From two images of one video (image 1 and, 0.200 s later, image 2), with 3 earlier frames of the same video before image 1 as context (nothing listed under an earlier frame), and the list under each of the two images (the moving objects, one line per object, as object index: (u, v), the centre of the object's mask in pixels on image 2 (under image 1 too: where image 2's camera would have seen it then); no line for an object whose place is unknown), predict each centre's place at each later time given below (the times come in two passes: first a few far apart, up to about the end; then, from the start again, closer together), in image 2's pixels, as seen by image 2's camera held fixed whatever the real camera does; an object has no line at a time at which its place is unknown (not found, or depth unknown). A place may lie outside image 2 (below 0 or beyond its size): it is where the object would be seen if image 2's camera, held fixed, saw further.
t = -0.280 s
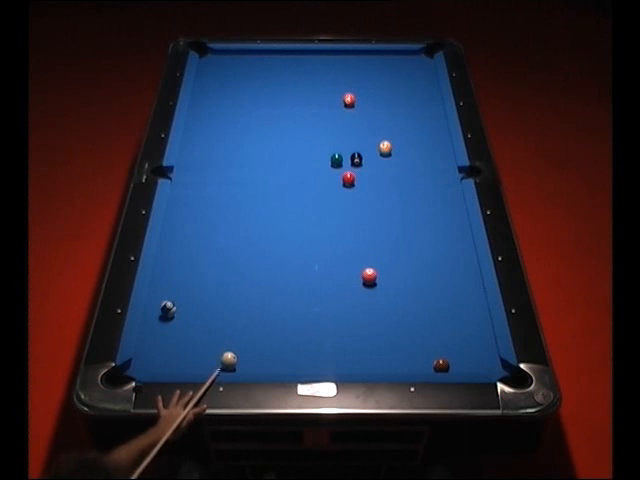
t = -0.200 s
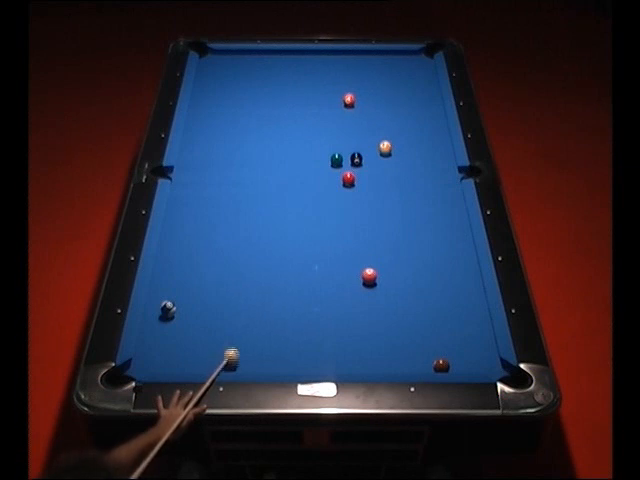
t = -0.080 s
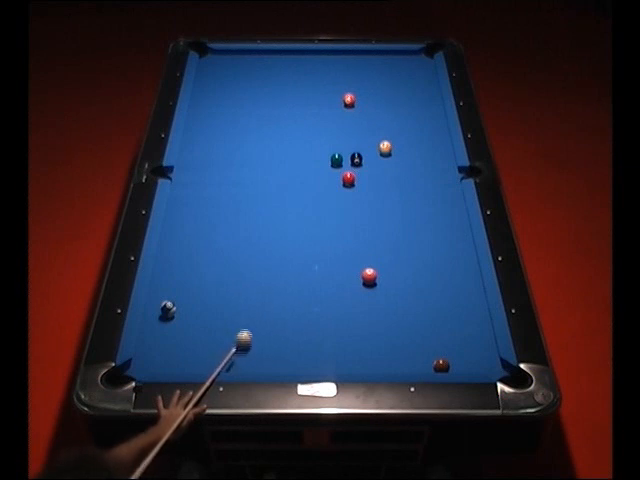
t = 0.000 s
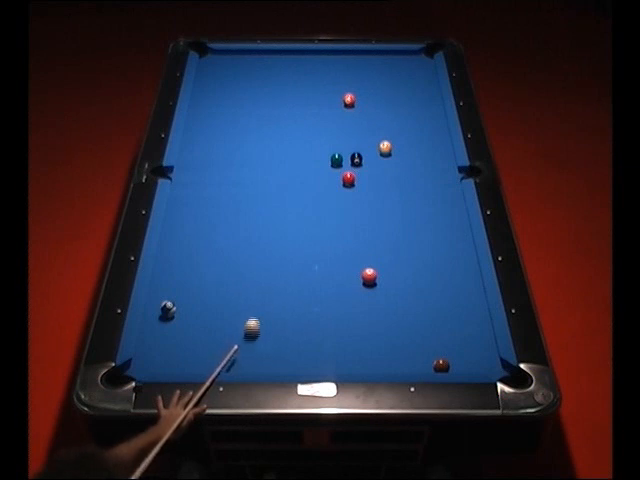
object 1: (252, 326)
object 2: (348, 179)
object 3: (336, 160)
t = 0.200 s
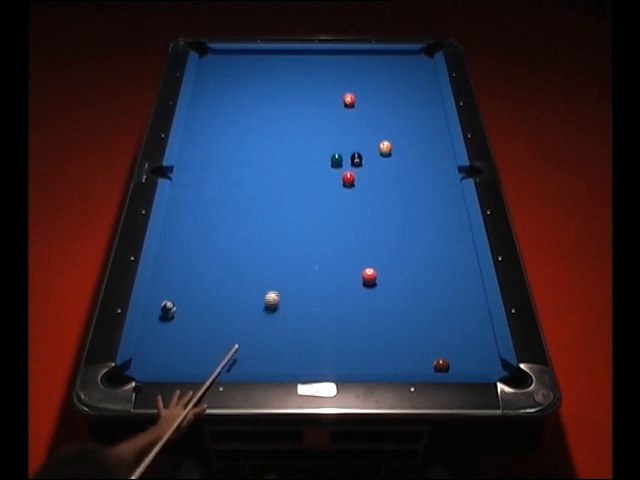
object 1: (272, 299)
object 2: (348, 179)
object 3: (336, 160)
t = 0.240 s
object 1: (275, 294)
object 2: (348, 179)
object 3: (336, 160)
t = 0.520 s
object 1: (300, 260)
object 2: (348, 179)
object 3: (336, 160)
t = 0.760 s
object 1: (318, 234)
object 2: (348, 179)
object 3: (336, 160)
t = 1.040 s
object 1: (337, 207)
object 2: (348, 179)
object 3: (336, 160)
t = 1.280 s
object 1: (353, 187)
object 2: (347, 178)
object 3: (336, 160)
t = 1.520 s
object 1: (375, 176)
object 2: (341, 172)
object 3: (336, 159)
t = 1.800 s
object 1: (399, 164)
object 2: (334, 165)
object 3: (337, 155)
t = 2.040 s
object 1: (418, 155)
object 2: (329, 164)
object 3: (336, 154)
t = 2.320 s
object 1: (439, 145)
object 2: (324, 162)
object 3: (335, 152)
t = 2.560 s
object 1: (439, 139)
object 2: (321, 162)
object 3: (335, 150)
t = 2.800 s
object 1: (430, 133)
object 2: (318, 161)
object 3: (335, 148)
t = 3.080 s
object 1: (420, 128)
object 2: (317, 161)
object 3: (335, 146)
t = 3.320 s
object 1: (412, 123)
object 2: (316, 161)
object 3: (334, 145)
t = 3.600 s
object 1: (404, 119)
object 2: (317, 161)
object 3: (334, 145)
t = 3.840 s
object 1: (398, 115)
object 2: (317, 162)
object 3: (334, 145)
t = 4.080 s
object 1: (392, 112)
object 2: (317, 162)
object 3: (334, 145)
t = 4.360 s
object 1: (387, 108)
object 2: (317, 162)
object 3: (334, 145)
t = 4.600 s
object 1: (383, 106)
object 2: (317, 162)
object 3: (334, 145)
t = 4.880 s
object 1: (379, 104)
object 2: (317, 162)
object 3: (334, 145)
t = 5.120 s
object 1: (376, 103)
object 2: (317, 162)
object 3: (334, 145)
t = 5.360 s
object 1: (374, 102)
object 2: (317, 162)
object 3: (334, 145)
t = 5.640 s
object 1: (372, 101)
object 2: (317, 162)
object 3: (334, 145)
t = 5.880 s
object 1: (372, 100)
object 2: (317, 162)
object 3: (334, 145)
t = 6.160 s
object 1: (371, 100)
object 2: (317, 162)
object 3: (334, 145)
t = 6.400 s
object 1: (371, 100)
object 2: (317, 162)
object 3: (334, 145)
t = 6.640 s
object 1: (371, 100)
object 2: (317, 162)
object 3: (334, 145)
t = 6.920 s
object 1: (371, 100)
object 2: (317, 162)
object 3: (334, 145)
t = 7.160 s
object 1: (371, 100)
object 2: (317, 162)
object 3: (334, 145)
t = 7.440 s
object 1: (371, 100)
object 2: (317, 162)
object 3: (334, 145)
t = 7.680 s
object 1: (371, 100)
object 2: (317, 162)
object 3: (334, 145)
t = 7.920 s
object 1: (371, 100)
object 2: (317, 162)
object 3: (334, 145)
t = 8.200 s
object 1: (371, 100)
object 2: (317, 162)
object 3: (334, 145)
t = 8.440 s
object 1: (371, 100)
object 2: (317, 162)
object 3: (334, 145)
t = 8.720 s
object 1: (371, 100)
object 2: (317, 162)
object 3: (334, 145)
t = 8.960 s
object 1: (371, 100)
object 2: (317, 162)
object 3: (334, 145)
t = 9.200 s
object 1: (371, 100)
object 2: (317, 162)
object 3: (334, 145)
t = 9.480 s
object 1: (371, 100)
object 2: (317, 162)
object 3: (334, 145)
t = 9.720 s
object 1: (371, 100)
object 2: (317, 162)
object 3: (334, 145)
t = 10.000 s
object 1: (371, 100)
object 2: (317, 162)
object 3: (334, 145)
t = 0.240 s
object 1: (275, 294)
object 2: (348, 179)
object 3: (336, 160)
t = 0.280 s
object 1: (279, 289)
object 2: (348, 179)
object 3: (336, 160)
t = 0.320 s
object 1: (283, 283)
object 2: (348, 179)
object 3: (336, 160)
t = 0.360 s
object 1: (286, 279)
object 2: (348, 179)
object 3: (336, 160)
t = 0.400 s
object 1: (290, 274)
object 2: (348, 179)
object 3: (336, 160)
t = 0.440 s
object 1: (293, 269)
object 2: (348, 179)
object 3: (336, 160)
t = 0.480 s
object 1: (296, 265)
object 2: (348, 179)
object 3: (336, 160)
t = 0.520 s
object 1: (300, 260)
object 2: (348, 179)
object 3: (336, 160)
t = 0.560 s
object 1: (303, 256)
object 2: (348, 178)
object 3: (336, 160)
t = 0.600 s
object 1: (306, 251)
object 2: (348, 179)
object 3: (336, 160)
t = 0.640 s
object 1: (309, 247)
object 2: (348, 179)
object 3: (336, 160)
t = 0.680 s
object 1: (312, 242)
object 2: (348, 179)
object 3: (336, 160)
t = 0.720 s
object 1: (315, 238)
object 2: (348, 179)
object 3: (336, 160)
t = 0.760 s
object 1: (318, 234)
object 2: (348, 179)
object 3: (336, 160)
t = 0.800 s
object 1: (321, 230)
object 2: (348, 179)
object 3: (336, 160)
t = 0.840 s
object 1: (324, 226)
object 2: (348, 179)
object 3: (336, 160)
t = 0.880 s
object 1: (327, 223)
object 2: (348, 179)
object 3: (336, 160)
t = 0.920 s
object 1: (329, 219)
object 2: (348, 179)
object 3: (336, 160)
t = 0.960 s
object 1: (332, 215)
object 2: (348, 179)
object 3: (336, 160)
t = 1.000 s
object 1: (335, 211)
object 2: (348, 179)
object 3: (336, 160)
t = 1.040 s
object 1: (337, 207)
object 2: (348, 179)
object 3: (336, 160)
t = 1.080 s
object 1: (340, 204)
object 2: (348, 179)
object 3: (336, 160)
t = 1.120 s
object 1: (343, 200)
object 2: (348, 179)
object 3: (336, 160)
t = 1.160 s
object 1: (345, 197)
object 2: (348, 179)
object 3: (336, 160)
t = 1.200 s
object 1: (348, 193)
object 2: (348, 179)
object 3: (336, 160)
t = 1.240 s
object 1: (351, 190)
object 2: (348, 178)
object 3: (336, 160)
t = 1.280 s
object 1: (353, 187)
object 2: (347, 178)
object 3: (336, 160)
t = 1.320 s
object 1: (356, 184)
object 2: (347, 177)
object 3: (336, 160)
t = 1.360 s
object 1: (359, 183)
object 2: (346, 177)
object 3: (336, 160)
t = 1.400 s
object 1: (364, 180)
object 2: (345, 176)
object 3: (336, 160)
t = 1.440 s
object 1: (367, 179)
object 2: (344, 174)
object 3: (336, 160)
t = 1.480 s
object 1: (371, 177)
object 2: (343, 173)
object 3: (336, 160)
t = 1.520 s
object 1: (375, 176)
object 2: (341, 172)
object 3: (336, 159)
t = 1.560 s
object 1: (378, 174)
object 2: (340, 170)
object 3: (336, 159)
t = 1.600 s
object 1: (382, 172)
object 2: (339, 169)
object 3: (335, 158)
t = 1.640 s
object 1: (385, 171)
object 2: (338, 168)
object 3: (336, 158)
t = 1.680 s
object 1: (388, 169)
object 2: (337, 167)
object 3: (336, 157)
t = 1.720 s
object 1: (392, 167)
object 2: (336, 166)
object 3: (336, 156)
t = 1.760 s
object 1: (395, 166)
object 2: (335, 165)
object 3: (337, 156)
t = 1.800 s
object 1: (399, 164)
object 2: (334, 165)
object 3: (337, 155)
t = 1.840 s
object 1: (402, 163)
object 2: (333, 165)
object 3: (337, 156)
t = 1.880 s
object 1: (405, 161)
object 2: (332, 165)
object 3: (337, 156)
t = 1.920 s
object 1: (408, 160)
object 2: (331, 164)
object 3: (337, 156)
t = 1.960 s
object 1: (412, 158)
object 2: (331, 163)
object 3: (337, 155)
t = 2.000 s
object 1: (415, 157)
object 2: (329, 164)
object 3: (337, 155)
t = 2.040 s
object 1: (418, 155)
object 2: (329, 164)
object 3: (336, 154)
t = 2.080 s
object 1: (421, 154)
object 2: (328, 163)
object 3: (336, 154)
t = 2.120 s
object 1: (424, 152)
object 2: (327, 163)
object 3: (336, 154)
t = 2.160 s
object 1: (427, 151)
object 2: (326, 163)
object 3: (335, 153)
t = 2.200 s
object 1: (430, 149)
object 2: (326, 163)
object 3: (335, 153)
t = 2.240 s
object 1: (433, 148)
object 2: (325, 163)
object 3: (335, 152)
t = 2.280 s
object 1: (436, 147)
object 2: (325, 163)
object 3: (335, 152)
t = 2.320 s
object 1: (439, 145)
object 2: (324, 162)
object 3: (335, 152)
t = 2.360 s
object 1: (442, 144)
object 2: (323, 162)
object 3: (335, 151)
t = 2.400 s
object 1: (445, 142)
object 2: (323, 162)
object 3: (335, 151)
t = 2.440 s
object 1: (445, 142)
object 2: (322, 162)
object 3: (335, 150)
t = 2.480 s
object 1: (443, 141)
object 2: (322, 162)
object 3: (335, 150)
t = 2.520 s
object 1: (441, 139)
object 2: (321, 162)
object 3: (335, 150)
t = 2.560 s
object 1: (439, 139)
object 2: (321, 162)
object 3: (335, 150)
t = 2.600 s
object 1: (438, 138)
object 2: (320, 162)
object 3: (335, 149)
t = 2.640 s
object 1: (436, 137)
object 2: (320, 162)
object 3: (335, 149)
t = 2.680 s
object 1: (435, 136)
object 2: (319, 162)
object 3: (335, 148)
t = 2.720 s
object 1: (433, 135)
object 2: (319, 162)
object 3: (335, 148)
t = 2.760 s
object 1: (432, 134)
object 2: (319, 161)
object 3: (335, 148)
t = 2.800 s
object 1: (430, 133)
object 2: (318, 161)
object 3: (335, 148)
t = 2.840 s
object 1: (428, 133)
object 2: (318, 161)
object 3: (335, 147)
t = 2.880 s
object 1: (427, 131)
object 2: (318, 161)
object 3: (335, 147)
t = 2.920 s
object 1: (425, 131)
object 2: (318, 161)
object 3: (335, 147)
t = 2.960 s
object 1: (424, 130)
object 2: (317, 161)
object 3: (335, 147)
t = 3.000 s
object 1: (423, 129)
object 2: (317, 161)
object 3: (335, 147)
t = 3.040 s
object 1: (421, 128)
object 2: (317, 161)
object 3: (335, 146)
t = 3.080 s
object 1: (420, 128)
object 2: (317, 161)
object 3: (335, 146)
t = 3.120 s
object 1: (418, 126)
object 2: (317, 161)
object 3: (334, 146)
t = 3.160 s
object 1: (417, 126)
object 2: (317, 161)
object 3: (334, 146)
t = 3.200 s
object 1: (416, 125)
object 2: (316, 161)
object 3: (334, 146)
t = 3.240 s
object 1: (414, 125)
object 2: (316, 161)
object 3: (334, 146)
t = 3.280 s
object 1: (413, 124)
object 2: (316, 161)
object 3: (334, 145)
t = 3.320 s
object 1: (412, 123)
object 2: (316, 161)
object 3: (334, 145)
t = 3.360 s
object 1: (411, 122)
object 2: (317, 161)
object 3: (334, 145)
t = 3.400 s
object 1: (410, 122)
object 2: (317, 161)
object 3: (334, 145)
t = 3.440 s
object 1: (408, 121)
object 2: (317, 161)
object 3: (334, 145)
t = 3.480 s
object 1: (407, 120)
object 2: (317, 161)
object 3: (334, 145)
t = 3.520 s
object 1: (406, 120)
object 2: (317, 161)
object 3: (334, 145)
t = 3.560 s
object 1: (405, 119)
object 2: (317, 161)
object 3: (334, 145)
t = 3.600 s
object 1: (404, 119)
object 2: (317, 161)
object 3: (334, 145)
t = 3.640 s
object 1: (403, 118)
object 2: (317, 161)
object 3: (334, 145)
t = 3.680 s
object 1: (402, 117)
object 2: (317, 161)
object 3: (334, 145)
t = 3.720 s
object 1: (401, 117)
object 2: (317, 162)
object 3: (334, 145)
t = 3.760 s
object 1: (400, 116)
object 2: (317, 162)
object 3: (334, 145)
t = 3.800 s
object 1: (399, 116)
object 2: (317, 162)
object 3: (334, 145)
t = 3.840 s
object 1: (398, 115)
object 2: (317, 162)
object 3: (334, 145)
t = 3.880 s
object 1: (397, 115)
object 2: (317, 162)
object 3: (334, 145)
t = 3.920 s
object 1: (396, 114)
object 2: (317, 162)
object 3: (334, 145)
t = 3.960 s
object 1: (395, 113)
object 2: (317, 162)
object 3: (334, 145)
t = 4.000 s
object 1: (394, 113)
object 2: (317, 162)
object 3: (334, 145)
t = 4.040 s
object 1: (393, 112)
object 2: (317, 162)
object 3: (334, 145)
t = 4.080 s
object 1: (392, 112)
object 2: (317, 162)
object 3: (334, 145)
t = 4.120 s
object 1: (391, 111)
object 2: (317, 162)
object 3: (334, 145)
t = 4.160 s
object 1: (390, 111)
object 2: (317, 162)
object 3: (334, 145)
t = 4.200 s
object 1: (390, 110)
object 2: (317, 162)
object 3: (334, 145)
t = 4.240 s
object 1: (390, 110)
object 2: (317, 162)
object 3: (334, 145)
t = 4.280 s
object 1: (389, 109)
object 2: (317, 162)
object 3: (334, 145)
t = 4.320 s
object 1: (388, 109)
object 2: (317, 161)
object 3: (334, 145)
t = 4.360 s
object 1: (387, 108)
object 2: (317, 162)
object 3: (334, 145)
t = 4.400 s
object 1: (386, 108)
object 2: (317, 162)
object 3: (334, 145)
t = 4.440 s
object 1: (386, 108)
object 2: (317, 162)
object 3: (334, 145)
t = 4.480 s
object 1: (385, 108)
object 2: (317, 161)
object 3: (334, 145)
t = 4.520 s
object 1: (384, 107)
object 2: (317, 162)
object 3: (334, 145)
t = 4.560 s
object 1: (384, 107)
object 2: (317, 162)
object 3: (334, 145)
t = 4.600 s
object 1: (383, 106)
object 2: (317, 162)
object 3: (334, 145)
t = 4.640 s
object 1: (382, 106)
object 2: (317, 161)
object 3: (334, 145)
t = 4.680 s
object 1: (382, 105)
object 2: (317, 162)
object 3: (334, 145)
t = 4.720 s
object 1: (381, 105)
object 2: (317, 162)
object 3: (334, 145)
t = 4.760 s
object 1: (381, 105)
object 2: (317, 162)
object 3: (334, 145)
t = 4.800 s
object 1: (380, 104)
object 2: (317, 162)
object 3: (334, 145)
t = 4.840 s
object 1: (379, 104)
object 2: (317, 162)
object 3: (334, 145)
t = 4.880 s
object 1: (379, 104)
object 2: (317, 162)
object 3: (334, 145)
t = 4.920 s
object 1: (379, 104)
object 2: (317, 162)
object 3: (334, 145)
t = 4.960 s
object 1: (378, 103)
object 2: (317, 162)
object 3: (334, 145)
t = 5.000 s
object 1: (378, 103)
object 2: (317, 162)
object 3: (334, 145)
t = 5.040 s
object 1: (377, 103)
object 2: (317, 162)
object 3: (334, 145)
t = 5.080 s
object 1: (377, 103)
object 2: (317, 162)
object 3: (334, 145)
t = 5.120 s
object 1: (376, 103)
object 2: (317, 162)
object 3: (334, 145)
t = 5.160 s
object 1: (376, 103)
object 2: (317, 162)
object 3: (334, 145)
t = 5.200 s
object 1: (376, 102)
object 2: (317, 162)
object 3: (334, 145)
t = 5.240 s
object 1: (375, 102)
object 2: (317, 162)
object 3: (334, 145)
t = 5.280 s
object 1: (375, 102)
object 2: (317, 162)
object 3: (334, 145)
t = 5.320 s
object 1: (374, 102)
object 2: (317, 162)
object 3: (334, 145)
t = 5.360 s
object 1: (374, 102)
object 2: (317, 162)
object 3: (334, 145)
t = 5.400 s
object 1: (374, 102)
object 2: (317, 162)
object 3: (334, 145)
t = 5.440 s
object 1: (374, 101)
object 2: (317, 162)
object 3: (334, 145)
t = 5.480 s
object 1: (374, 101)
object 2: (317, 162)
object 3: (334, 145)
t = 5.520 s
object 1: (373, 101)
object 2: (317, 162)
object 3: (334, 145)
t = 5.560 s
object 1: (373, 101)
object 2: (317, 162)
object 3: (334, 145)
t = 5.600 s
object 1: (373, 101)
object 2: (317, 162)
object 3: (334, 145)
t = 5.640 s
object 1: (372, 101)
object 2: (317, 162)
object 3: (334, 145)
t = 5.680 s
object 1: (372, 100)
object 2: (317, 162)
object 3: (334, 145)
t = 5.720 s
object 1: (372, 100)
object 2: (317, 162)
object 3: (334, 145)
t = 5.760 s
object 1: (372, 100)
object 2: (317, 162)
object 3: (334, 145)
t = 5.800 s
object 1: (372, 100)
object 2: (317, 162)
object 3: (334, 145)
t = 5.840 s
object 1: (372, 100)
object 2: (317, 162)
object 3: (334, 145)
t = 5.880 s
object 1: (372, 100)
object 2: (317, 162)
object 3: (334, 145)
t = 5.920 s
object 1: (372, 100)
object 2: (317, 162)
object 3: (334, 145)
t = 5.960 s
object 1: (371, 100)
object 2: (317, 162)
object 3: (334, 145)
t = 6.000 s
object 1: (372, 100)
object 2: (317, 162)
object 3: (334, 145)
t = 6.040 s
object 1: (372, 100)
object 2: (317, 162)
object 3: (334, 145)
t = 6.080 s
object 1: (371, 100)
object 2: (317, 162)
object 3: (334, 145)
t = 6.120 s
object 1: (371, 100)
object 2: (317, 162)
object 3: (334, 145)
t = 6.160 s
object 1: (371, 100)
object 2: (317, 162)
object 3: (334, 145)
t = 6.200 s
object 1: (371, 100)
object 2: (317, 162)
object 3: (334, 145)
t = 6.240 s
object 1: (372, 100)
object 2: (317, 162)
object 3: (334, 145)
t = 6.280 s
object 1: (371, 100)
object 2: (317, 162)
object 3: (334, 145)
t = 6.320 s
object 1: (371, 100)
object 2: (317, 162)
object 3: (334, 145)
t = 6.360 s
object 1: (371, 100)
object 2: (317, 162)
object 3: (334, 145)
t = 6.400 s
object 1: (371, 100)
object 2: (317, 162)
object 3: (334, 145)
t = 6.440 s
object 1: (371, 100)
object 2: (317, 162)
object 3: (334, 145)
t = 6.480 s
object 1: (371, 100)
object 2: (317, 162)
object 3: (334, 145)
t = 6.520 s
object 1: (371, 100)
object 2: (317, 162)
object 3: (334, 145)
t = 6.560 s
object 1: (371, 100)
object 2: (317, 162)
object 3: (334, 145)
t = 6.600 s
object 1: (371, 100)
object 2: (317, 162)
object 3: (334, 145)
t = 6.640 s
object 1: (371, 100)
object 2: (317, 162)
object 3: (334, 145)
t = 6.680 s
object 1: (371, 100)
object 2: (317, 162)
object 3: (334, 145)
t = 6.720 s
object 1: (371, 100)
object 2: (317, 162)
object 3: (334, 145)
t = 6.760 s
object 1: (371, 100)
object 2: (317, 162)
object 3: (334, 145)
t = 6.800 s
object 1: (371, 100)
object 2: (317, 162)
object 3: (334, 145)
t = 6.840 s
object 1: (371, 100)
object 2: (317, 162)
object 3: (334, 145)
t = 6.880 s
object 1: (371, 100)
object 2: (317, 162)
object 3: (334, 145)
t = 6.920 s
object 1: (371, 100)
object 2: (317, 162)
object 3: (334, 145)
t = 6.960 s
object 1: (371, 100)
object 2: (317, 162)
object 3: (334, 145)
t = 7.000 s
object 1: (371, 100)
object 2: (317, 162)
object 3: (334, 145)
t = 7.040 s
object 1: (371, 100)
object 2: (317, 162)
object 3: (334, 145)
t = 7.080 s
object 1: (371, 100)
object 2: (317, 162)
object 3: (334, 145)
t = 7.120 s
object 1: (371, 100)
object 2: (317, 162)
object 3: (334, 145)
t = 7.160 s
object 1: (371, 100)
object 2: (317, 162)
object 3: (334, 145)
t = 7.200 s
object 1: (371, 100)
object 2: (317, 162)
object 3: (334, 145)
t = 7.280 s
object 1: (371, 100)
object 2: (317, 162)
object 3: (334, 145)
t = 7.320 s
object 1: (371, 100)
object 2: (317, 162)
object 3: (334, 145)
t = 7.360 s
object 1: (371, 100)
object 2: (317, 162)
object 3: (334, 145)
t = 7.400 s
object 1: (371, 100)
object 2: (317, 162)
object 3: (334, 145)
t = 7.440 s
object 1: (371, 100)
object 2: (317, 162)
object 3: (334, 145)
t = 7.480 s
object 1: (371, 100)
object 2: (317, 162)
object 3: (334, 145)
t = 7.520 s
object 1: (371, 100)
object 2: (317, 162)
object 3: (334, 145)
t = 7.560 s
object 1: (371, 100)
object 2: (317, 162)
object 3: (334, 145)
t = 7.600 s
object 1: (371, 100)
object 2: (317, 162)
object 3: (334, 145)
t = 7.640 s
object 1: (371, 100)
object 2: (317, 162)
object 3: (334, 145)
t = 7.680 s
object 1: (371, 100)
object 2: (317, 162)
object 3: (334, 145)
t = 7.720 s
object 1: (371, 100)
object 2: (317, 162)
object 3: (334, 145)
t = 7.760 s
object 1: (371, 100)
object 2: (317, 162)
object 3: (334, 145)
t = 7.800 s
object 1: (371, 100)
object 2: (317, 162)
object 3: (334, 145)
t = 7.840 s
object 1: (371, 100)
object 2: (317, 162)
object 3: (334, 145)
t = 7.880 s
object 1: (371, 100)
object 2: (317, 162)
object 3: (334, 145)
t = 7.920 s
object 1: (371, 100)
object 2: (317, 162)
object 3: (334, 145)
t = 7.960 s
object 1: (371, 100)
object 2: (317, 162)
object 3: (334, 145)
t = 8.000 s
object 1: (371, 100)
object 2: (317, 162)
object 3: (334, 145)
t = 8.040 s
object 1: (371, 100)
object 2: (317, 162)
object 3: (334, 145)
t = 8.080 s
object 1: (371, 100)
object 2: (317, 162)
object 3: (334, 145)
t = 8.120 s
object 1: (371, 100)
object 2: (317, 162)
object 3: (334, 145)
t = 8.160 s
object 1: (371, 100)
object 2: (317, 162)
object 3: (334, 145)
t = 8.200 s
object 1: (371, 100)
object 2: (317, 162)
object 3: (334, 145)
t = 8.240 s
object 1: (371, 100)
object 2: (317, 162)
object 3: (334, 145)
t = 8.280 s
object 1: (371, 100)
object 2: (317, 162)
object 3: (334, 145)
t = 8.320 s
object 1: (371, 100)
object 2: (317, 162)
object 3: (334, 145)
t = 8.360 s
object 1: (371, 100)
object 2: (317, 162)
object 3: (334, 145)
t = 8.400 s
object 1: (371, 100)
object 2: (317, 162)
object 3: (334, 145)
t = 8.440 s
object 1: (371, 100)
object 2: (317, 162)
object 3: (334, 145)
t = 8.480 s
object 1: (371, 100)
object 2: (317, 162)
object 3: (334, 145)
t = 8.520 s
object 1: (371, 100)
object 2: (317, 162)
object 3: (334, 145)
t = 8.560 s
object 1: (371, 100)
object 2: (317, 162)
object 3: (334, 145)
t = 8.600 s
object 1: (371, 100)
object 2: (317, 162)
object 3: (334, 145)
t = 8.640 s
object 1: (371, 100)
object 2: (317, 162)
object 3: (334, 145)
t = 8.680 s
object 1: (371, 100)
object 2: (317, 162)
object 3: (334, 145)
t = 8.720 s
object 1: (371, 100)
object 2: (317, 162)
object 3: (334, 145)
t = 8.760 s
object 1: (371, 100)
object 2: (317, 162)
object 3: (334, 145)
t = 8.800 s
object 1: (371, 100)
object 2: (317, 162)
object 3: (334, 145)
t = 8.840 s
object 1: (371, 100)
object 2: (317, 162)
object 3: (334, 145)
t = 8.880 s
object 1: (371, 100)
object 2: (317, 162)
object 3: (334, 145)
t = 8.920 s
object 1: (371, 100)
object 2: (317, 162)
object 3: (334, 145)
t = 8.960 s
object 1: (371, 100)
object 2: (317, 162)
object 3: (334, 145)
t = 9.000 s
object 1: (371, 100)
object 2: (317, 162)
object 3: (334, 145)
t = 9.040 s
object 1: (371, 100)
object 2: (317, 162)
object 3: (334, 145)
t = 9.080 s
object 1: (371, 100)
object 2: (317, 162)
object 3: (334, 145)
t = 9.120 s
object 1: (371, 100)
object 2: (317, 162)
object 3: (334, 145)
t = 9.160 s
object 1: (371, 100)
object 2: (317, 162)
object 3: (334, 145)
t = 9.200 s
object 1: (371, 100)
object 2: (317, 162)
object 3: (334, 145)
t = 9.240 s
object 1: (371, 100)
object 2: (317, 162)
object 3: (334, 145)
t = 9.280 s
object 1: (371, 100)
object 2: (317, 162)
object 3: (334, 145)
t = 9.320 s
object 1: (371, 100)
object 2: (317, 162)
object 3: (334, 145)
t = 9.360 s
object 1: (371, 100)
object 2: (317, 162)
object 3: (334, 145)
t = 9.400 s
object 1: (371, 100)
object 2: (317, 162)
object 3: (334, 145)
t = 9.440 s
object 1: (371, 100)
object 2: (317, 162)
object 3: (334, 145)
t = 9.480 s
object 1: (371, 100)
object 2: (317, 162)
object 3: (334, 145)
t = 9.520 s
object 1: (371, 100)
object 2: (317, 162)
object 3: (334, 145)
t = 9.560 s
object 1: (371, 100)
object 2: (317, 162)
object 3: (334, 145)
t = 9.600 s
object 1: (371, 100)
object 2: (317, 162)
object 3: (334, 145)
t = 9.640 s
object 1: (371, 100)
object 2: (317, 162)
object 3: (334, 145)
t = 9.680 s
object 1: (371, 100)
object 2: (317, 162)
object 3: (334, 145)
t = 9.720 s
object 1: (371, 100)
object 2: (317, 162)
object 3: (334, 145)
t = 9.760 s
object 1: (371, 100)
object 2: (317, 162)
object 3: (334, 145)
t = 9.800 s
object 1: (371, 100)
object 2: (317, 162)
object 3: (334, 145)
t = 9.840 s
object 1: (371, 100)
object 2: (317, 162)
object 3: (334, 145)
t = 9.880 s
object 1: (371, 100)
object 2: (317, 162)
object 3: (334, 145)
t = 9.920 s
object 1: (371, 100)
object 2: (317, 162)
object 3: (334, 145)
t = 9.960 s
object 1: (371, 100)
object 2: (317, 162)
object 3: (334, 145)
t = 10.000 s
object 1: (371, 100)
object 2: (317, 162)
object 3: (334, 145)
